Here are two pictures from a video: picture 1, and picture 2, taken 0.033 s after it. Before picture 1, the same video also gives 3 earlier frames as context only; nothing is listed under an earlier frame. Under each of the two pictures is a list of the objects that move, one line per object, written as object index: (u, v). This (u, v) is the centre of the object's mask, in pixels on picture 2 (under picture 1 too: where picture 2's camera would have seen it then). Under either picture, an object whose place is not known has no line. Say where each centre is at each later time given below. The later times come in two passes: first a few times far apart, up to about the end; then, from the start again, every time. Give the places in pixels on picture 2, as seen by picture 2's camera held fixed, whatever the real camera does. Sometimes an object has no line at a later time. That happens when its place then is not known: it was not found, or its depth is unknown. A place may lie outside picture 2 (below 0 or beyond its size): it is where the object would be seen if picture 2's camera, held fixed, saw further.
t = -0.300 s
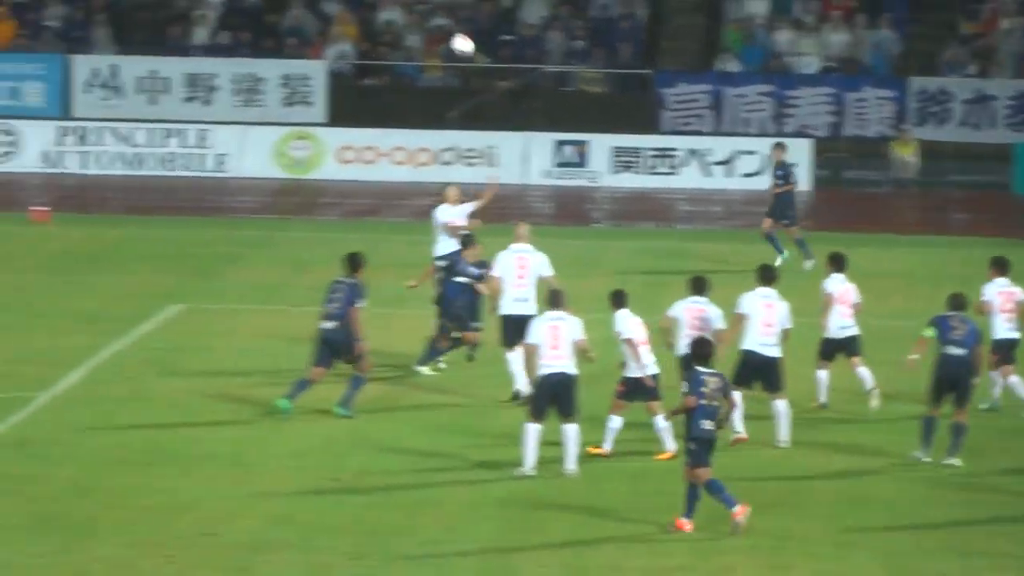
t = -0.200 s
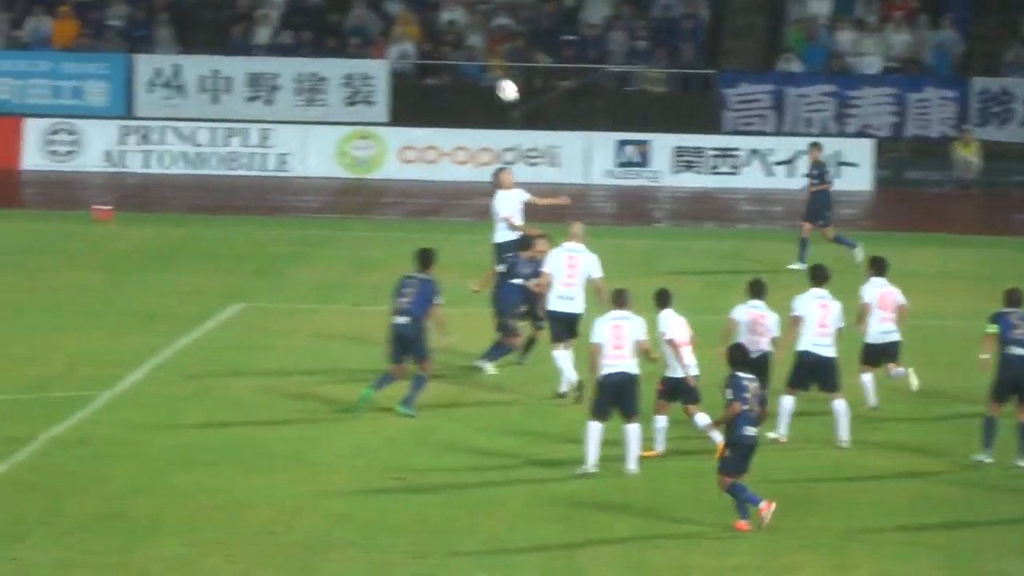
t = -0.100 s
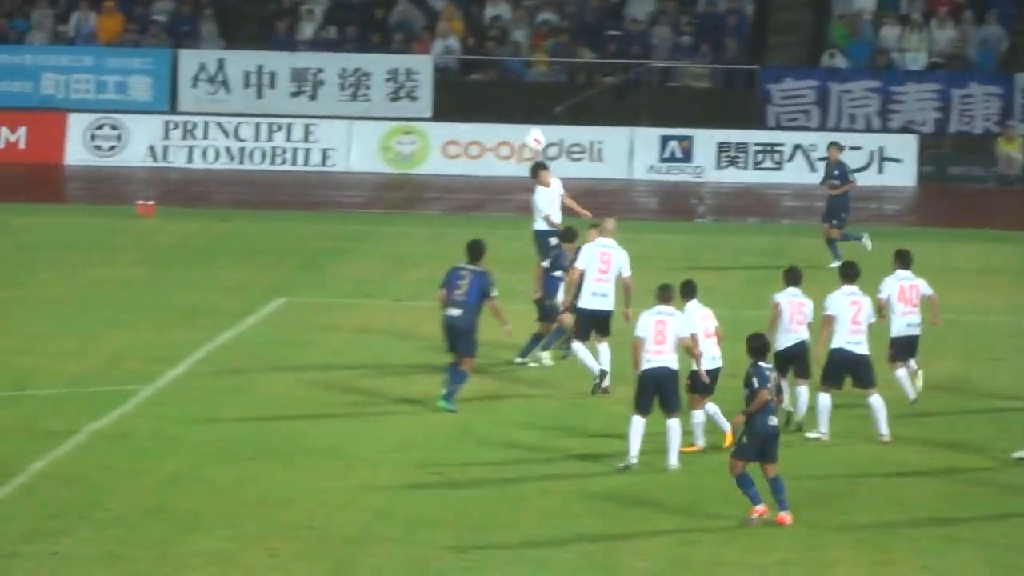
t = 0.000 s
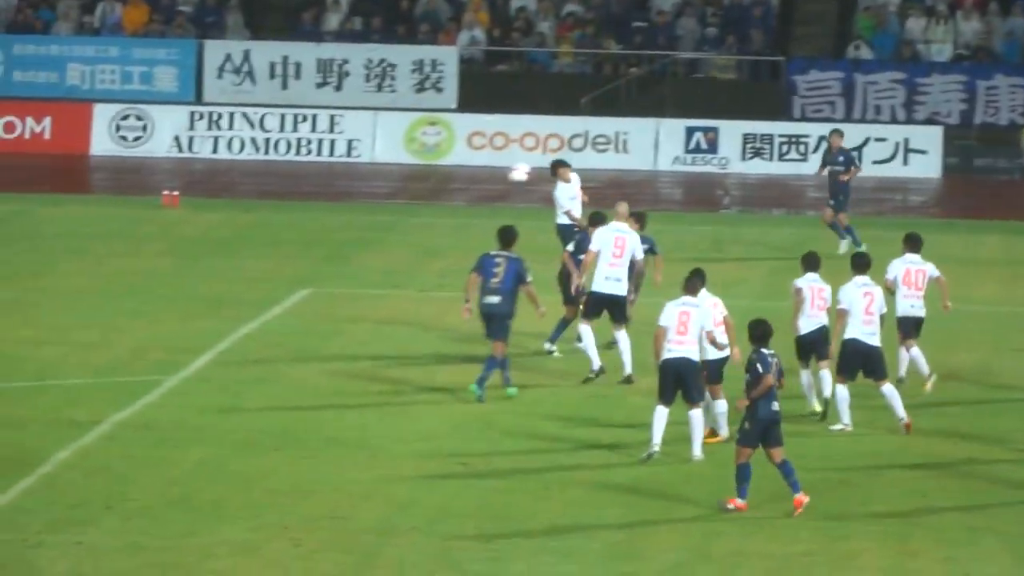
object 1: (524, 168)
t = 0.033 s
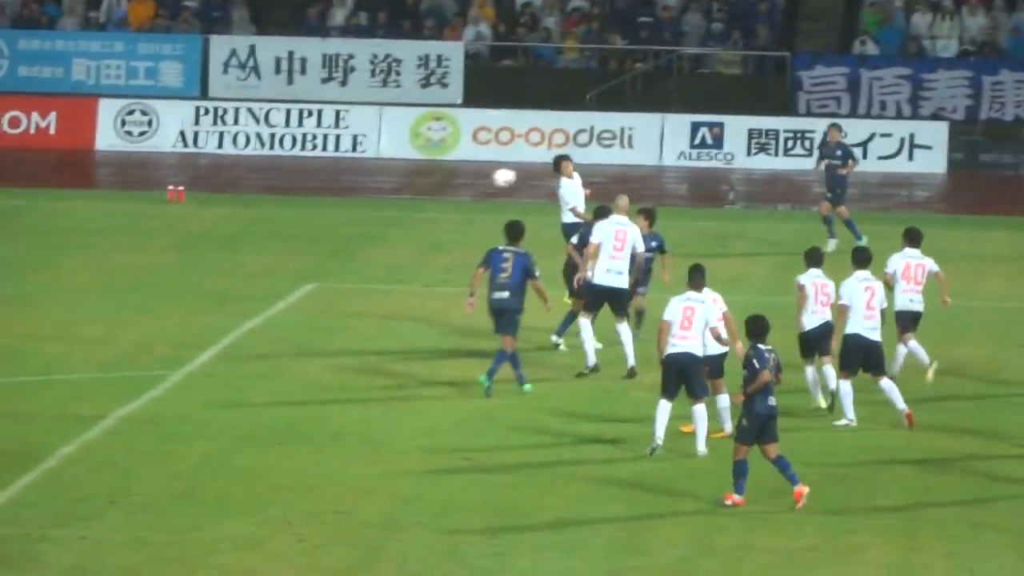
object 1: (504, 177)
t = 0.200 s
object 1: (397, 238)
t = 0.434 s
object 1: (263, 316)
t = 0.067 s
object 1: (482, 187)
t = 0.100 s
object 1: (462, 198)
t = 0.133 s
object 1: (440, 210)
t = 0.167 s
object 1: (418, 223)
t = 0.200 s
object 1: (397, 238)
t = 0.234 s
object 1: (376, 252)
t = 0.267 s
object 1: (355, 269)
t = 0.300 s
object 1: (334, 286)
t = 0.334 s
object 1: (314, 303)
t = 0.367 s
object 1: (294, 323)
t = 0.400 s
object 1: (277, 328)
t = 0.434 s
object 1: (263, 316)
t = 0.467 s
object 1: (249, 305)
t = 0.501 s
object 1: (236, 295)
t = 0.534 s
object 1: (223, 286)
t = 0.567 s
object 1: (210, 278)
